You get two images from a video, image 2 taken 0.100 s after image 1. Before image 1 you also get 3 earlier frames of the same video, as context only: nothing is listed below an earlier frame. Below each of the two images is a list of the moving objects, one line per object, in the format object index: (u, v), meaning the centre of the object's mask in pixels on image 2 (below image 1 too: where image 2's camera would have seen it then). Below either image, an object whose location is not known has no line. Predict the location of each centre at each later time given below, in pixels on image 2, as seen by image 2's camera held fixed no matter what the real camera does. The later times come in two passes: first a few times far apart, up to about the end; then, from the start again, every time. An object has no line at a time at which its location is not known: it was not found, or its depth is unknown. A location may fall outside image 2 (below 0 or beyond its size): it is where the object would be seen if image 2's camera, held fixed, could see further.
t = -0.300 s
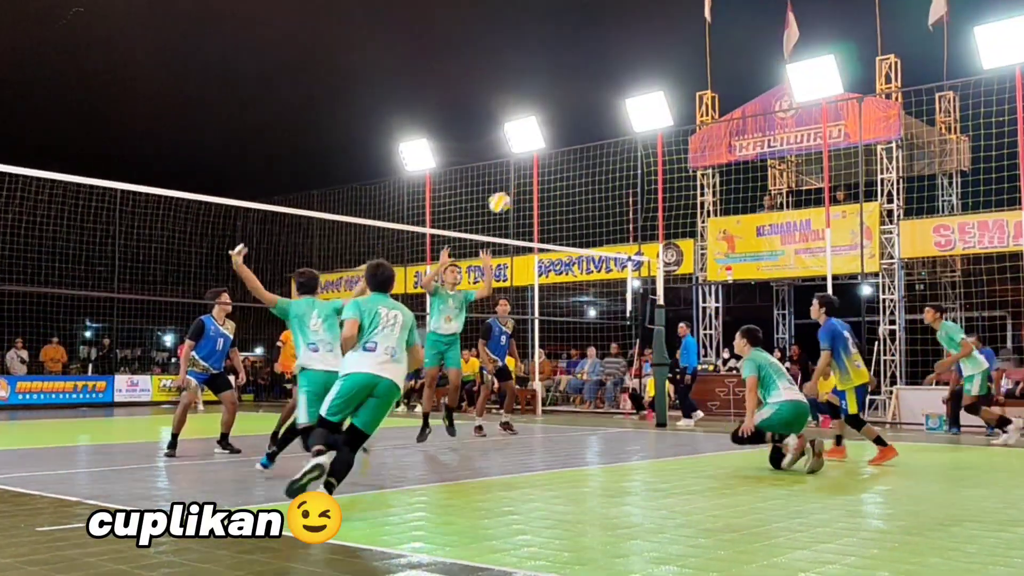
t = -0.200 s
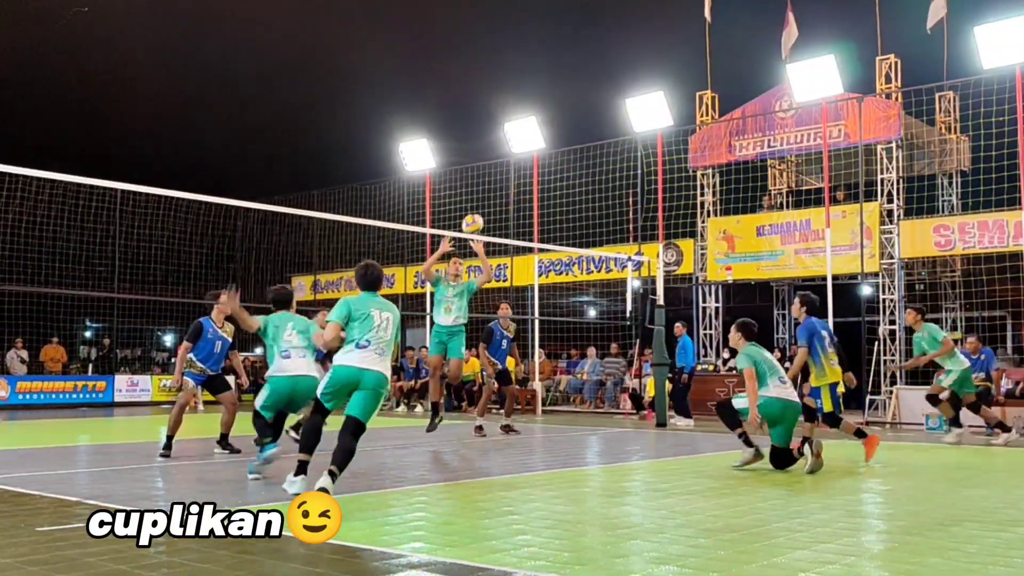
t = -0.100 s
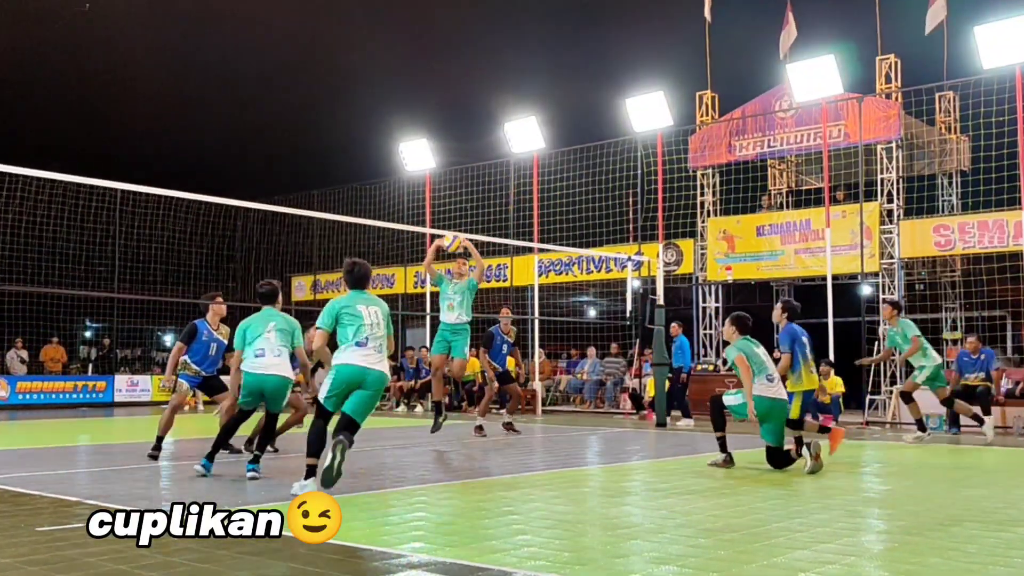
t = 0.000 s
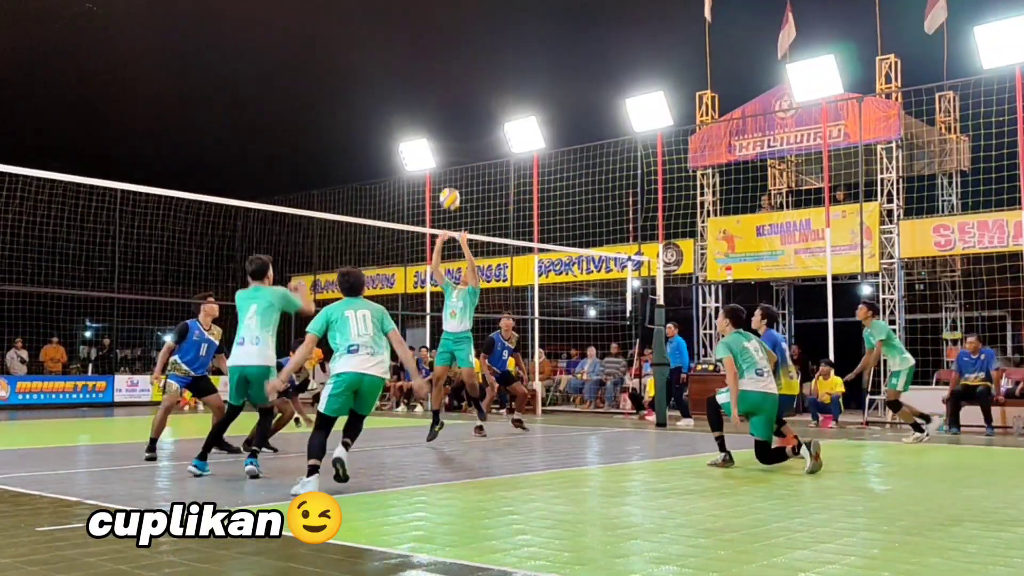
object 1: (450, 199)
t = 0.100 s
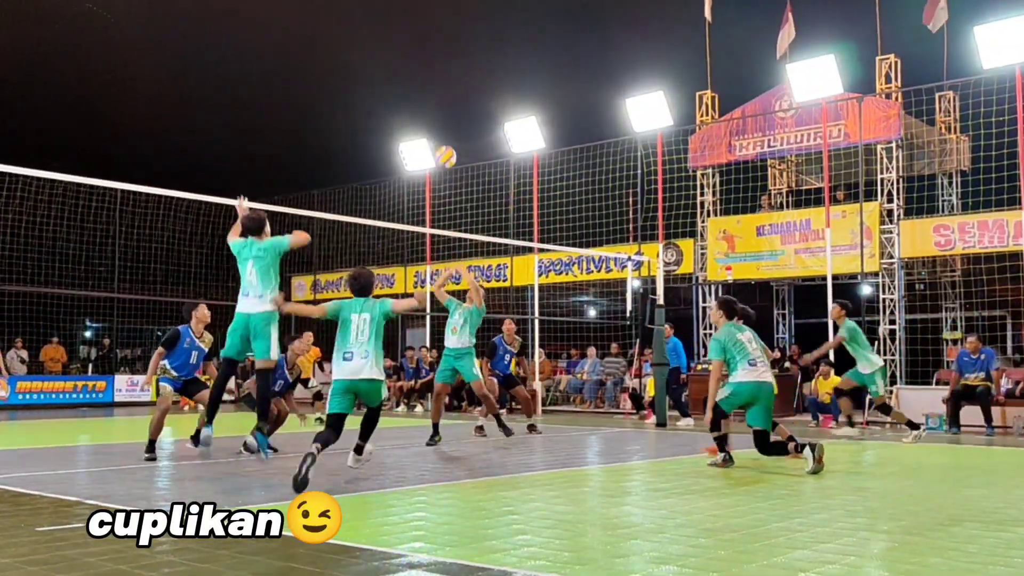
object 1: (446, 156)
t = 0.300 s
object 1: (438, 100)
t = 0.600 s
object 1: (428, 85)
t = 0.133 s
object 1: (445, 145)
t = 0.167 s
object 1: (444, 134)
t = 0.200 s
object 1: (442, 124)
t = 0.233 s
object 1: (441, 115)
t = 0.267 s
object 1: (440, 107)
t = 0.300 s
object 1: (438, 100)
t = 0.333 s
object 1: (437, 95)
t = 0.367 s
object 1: (436, 90)
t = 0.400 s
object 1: (435, 86)
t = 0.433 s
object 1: (434, 83)
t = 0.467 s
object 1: (432, 81)
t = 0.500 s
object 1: (431, 81)
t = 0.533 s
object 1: (430, 81)
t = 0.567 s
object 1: (429, 82)
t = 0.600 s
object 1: (428, 85)
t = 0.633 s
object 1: (426, 88)
